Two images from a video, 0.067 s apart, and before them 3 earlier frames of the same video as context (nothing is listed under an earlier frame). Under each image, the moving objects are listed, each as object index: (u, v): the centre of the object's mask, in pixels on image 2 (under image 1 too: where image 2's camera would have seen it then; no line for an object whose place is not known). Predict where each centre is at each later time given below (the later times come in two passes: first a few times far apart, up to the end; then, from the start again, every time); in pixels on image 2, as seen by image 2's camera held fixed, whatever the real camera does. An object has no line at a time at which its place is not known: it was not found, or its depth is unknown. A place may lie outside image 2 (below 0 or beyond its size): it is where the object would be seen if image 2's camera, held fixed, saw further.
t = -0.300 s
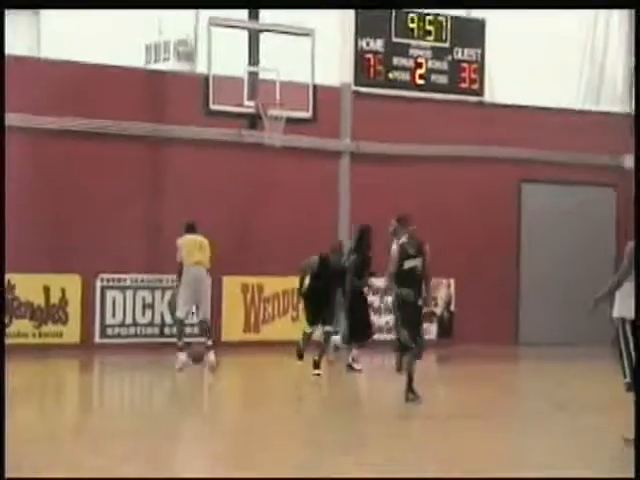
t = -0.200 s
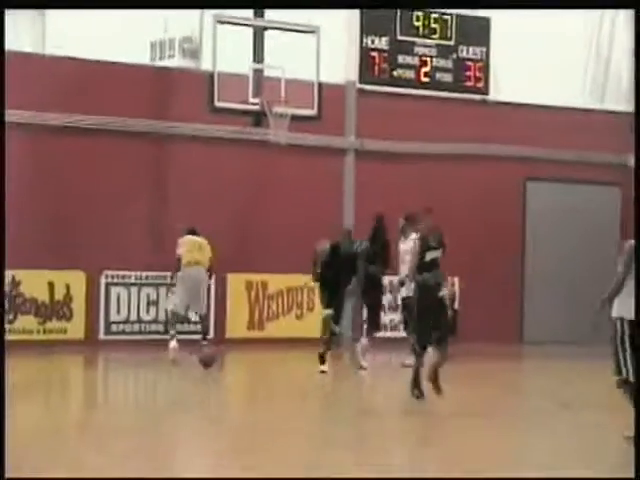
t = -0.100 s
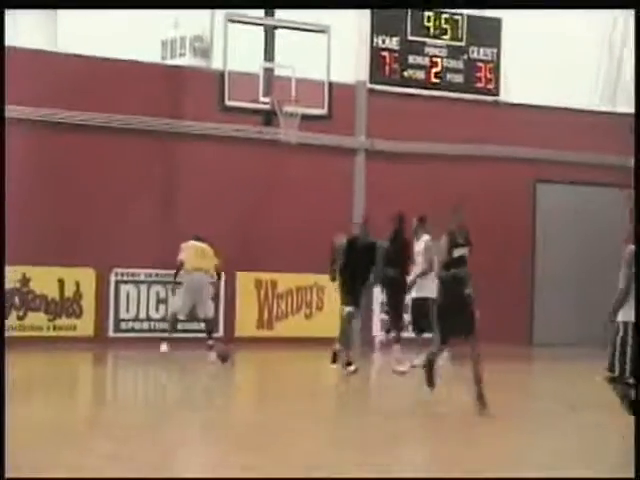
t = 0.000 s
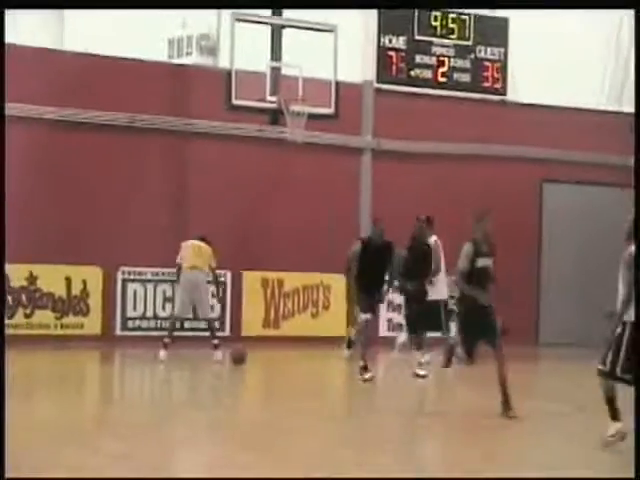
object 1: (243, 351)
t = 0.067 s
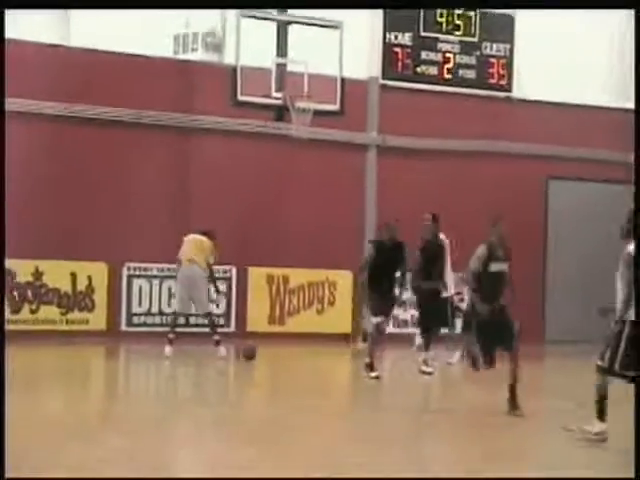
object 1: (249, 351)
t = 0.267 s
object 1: (266, 351)
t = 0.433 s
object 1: (280, 355)
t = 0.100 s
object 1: (252, 351)
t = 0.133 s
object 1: (255, 351)
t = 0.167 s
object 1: (257, 350)
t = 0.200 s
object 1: (259, 352)
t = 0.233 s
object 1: (263, 352)
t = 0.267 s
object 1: (266, 351)
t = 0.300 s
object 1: (268, 353)
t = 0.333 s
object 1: (272, 353)
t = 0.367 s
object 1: (274, 355)
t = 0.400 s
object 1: (277, 356)
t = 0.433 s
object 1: (280, 355)
